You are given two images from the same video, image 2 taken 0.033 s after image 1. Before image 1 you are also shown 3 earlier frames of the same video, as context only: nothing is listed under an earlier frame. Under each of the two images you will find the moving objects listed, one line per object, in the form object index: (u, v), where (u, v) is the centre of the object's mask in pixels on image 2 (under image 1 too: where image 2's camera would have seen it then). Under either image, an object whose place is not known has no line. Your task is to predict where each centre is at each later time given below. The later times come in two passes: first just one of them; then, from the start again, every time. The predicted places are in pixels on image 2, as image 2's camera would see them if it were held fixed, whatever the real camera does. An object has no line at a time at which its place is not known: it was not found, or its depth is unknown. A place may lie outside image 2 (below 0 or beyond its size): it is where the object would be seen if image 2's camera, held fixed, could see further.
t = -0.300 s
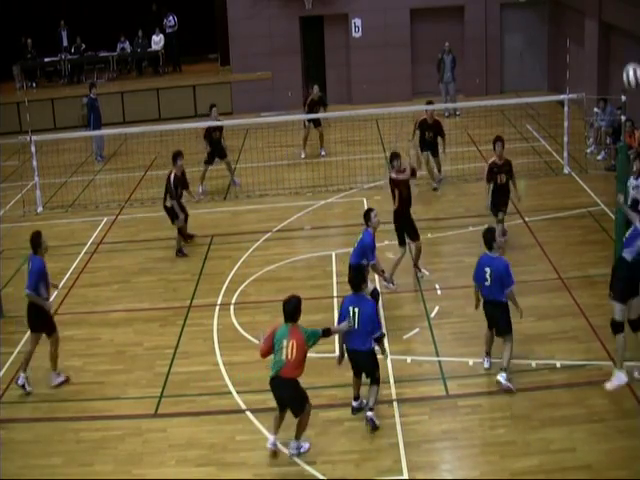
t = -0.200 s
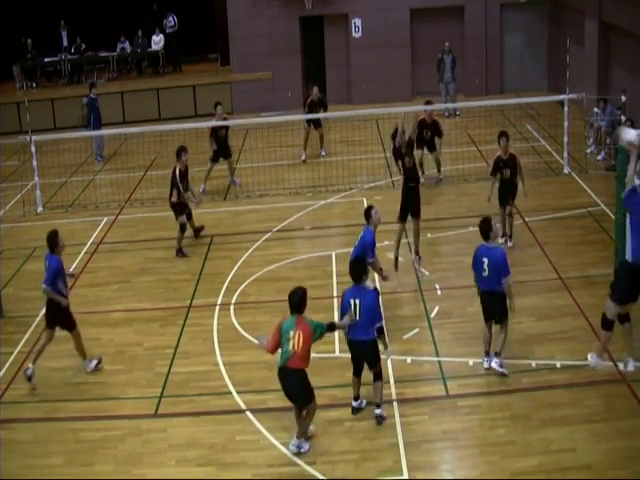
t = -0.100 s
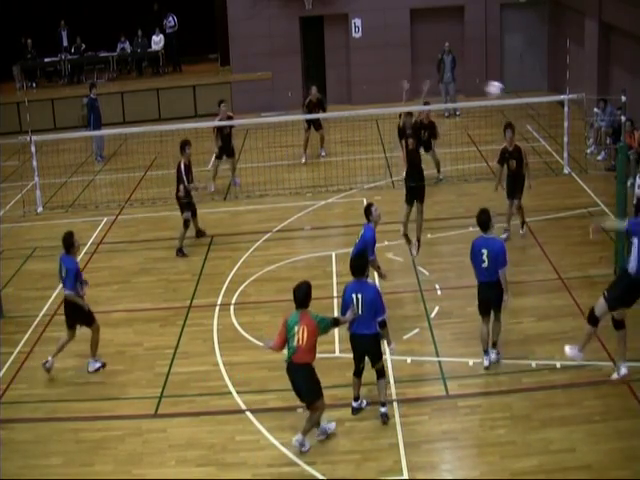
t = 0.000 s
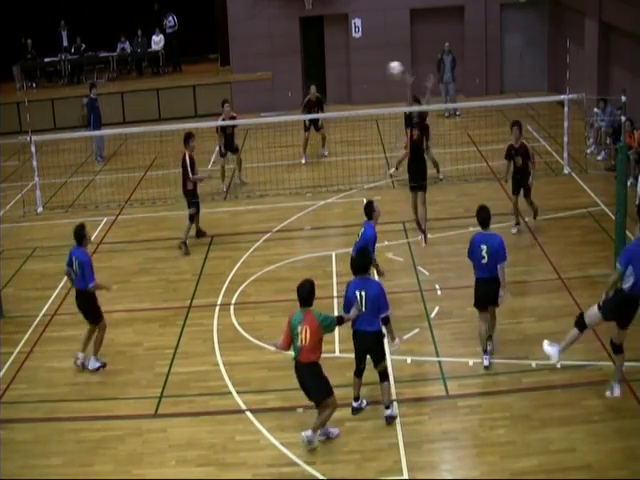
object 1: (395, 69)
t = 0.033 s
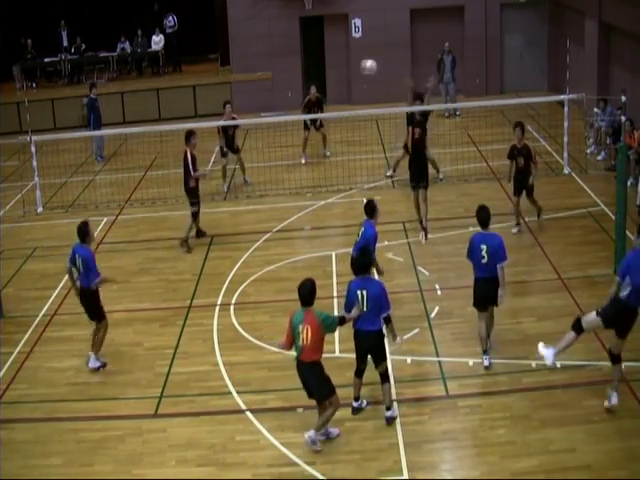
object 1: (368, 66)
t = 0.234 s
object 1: (249, 79)
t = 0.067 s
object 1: (343, 66)
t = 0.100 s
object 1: (322, 67)
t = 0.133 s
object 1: (302, 68)
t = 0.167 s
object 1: (282, 71)
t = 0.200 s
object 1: (265, 75)
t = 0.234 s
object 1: (249, 79)
